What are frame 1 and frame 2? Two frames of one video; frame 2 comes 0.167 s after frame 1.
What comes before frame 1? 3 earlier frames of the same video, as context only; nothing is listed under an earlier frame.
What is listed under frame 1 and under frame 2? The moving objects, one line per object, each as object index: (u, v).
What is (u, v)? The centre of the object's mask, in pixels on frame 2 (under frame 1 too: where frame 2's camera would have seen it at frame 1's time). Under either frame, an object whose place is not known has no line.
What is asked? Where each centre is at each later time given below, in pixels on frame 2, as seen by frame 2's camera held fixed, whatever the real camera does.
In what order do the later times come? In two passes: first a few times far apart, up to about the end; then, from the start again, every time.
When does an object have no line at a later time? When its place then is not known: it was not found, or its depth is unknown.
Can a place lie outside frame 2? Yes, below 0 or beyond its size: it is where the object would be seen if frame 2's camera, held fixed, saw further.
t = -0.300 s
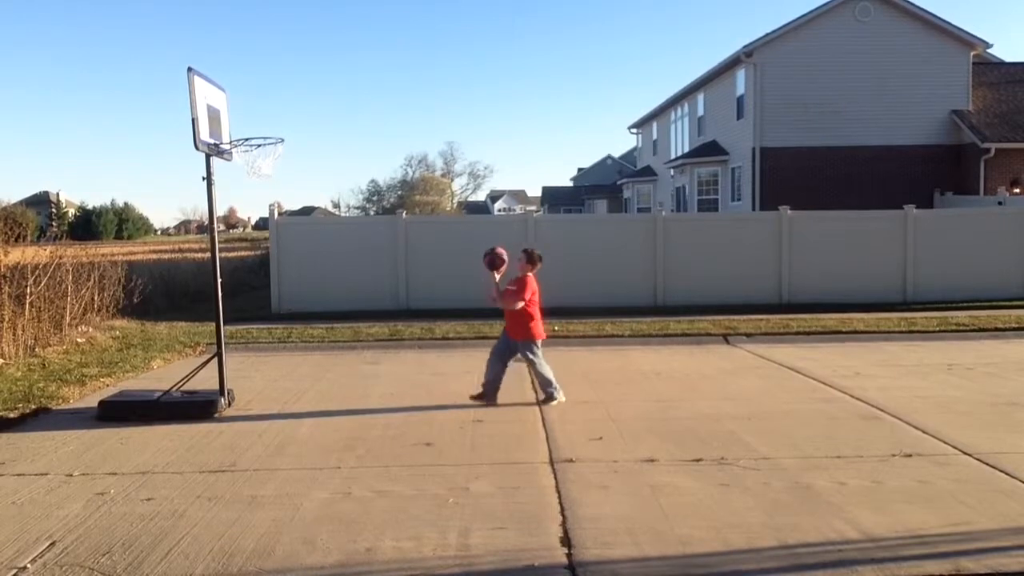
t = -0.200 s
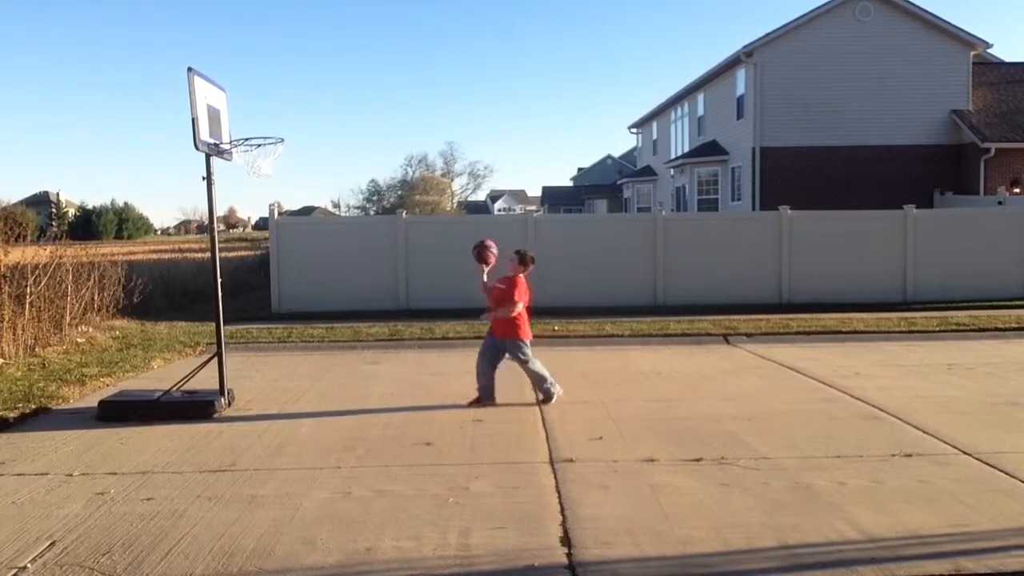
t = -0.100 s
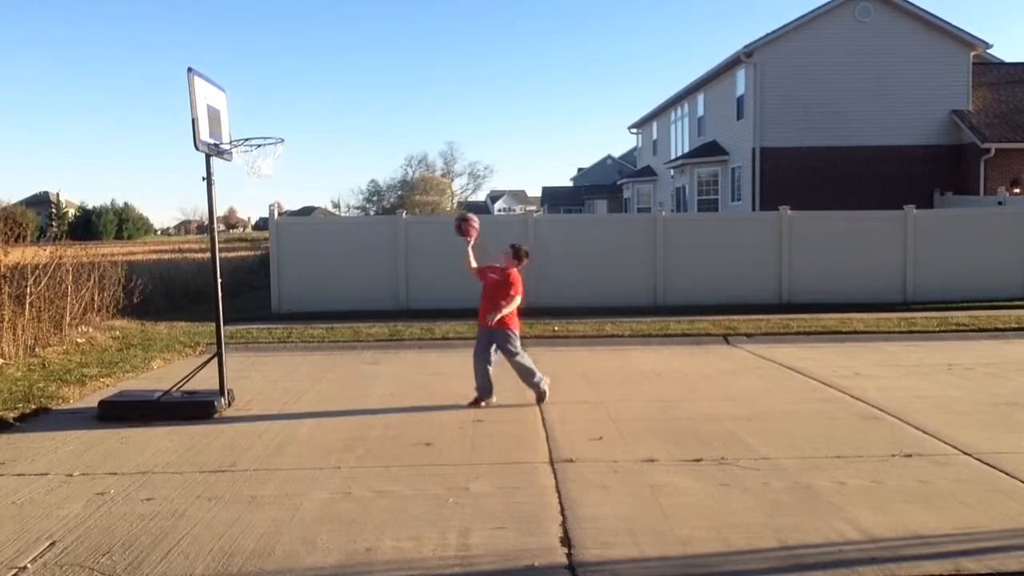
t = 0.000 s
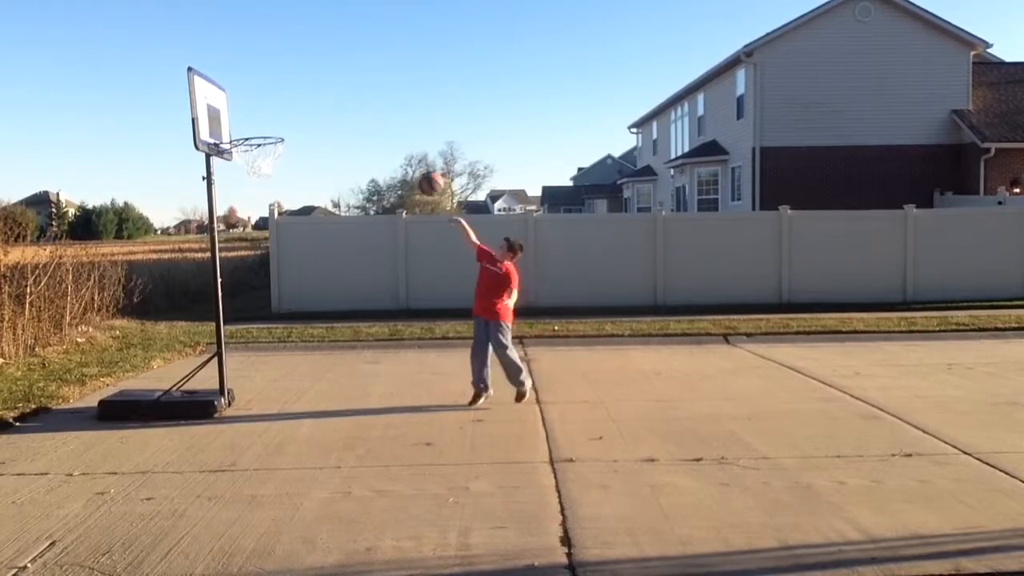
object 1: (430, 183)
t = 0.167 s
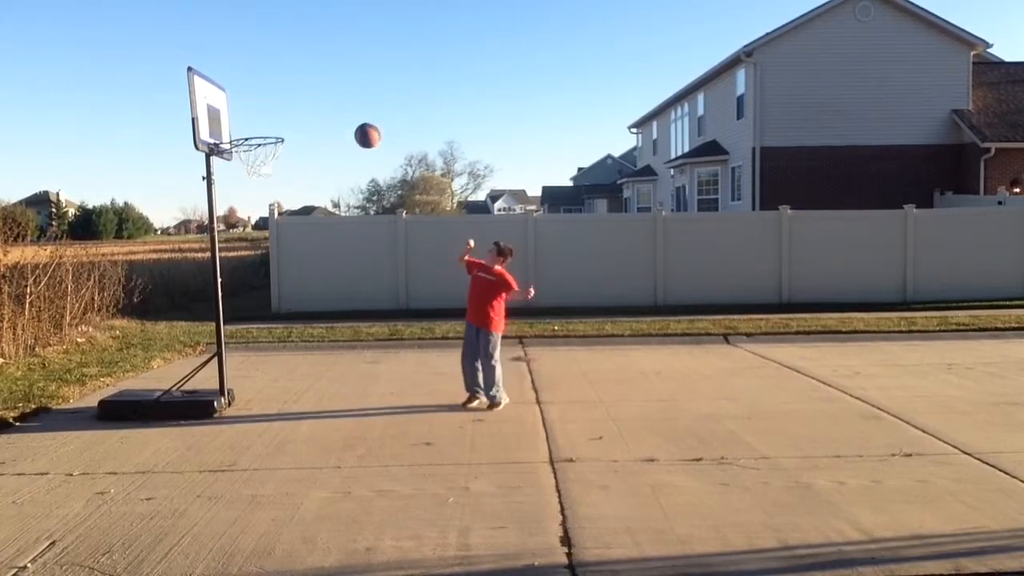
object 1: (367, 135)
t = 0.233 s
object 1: (341, 124)
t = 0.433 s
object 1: (265, 118)
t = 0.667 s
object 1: (235, 109)
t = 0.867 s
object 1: (255, 115)
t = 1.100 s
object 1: (254, 167)
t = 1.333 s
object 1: (249, 184)
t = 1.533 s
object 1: (249, 237)
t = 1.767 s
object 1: (250, 356)
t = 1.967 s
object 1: (251, 343)
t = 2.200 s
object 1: (254, 283)
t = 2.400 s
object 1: (257, 275)
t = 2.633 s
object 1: (263, 325)
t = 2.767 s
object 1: (268, 380)
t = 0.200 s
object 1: (355, 129)
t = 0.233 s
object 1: (341, 124)
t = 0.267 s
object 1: (329, 120)
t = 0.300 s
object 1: (315, 118)
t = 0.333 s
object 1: (303, 116)
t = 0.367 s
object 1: (290, 115)
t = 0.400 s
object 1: (277, 116)
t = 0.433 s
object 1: (265, 118)
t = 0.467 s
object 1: (252, 122)
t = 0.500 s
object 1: (239, 126)
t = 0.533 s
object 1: (229, 128)
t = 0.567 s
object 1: (226, 122)
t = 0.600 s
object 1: (228, 116)
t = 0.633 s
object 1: (231, 112)
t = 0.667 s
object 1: (235, 109)
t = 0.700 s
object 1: (238, 107)
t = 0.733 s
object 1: (241, 106)
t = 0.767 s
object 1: (245, 107)
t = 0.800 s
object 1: (248, 109)
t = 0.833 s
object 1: (252, 112)
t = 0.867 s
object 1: (255, 115)
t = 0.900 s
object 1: (259, 121)
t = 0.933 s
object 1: (263, 127)
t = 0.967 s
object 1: (266, 134)
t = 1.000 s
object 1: (263, 141)
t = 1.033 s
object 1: (260, 149)
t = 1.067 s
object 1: (256, 158)
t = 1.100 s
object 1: (254, 167)
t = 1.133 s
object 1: (251, 172)
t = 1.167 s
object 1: (250, 172)
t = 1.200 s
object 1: (250, 171)
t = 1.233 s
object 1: (250, 173)
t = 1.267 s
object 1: (249, 175)
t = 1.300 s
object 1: (249, 179)
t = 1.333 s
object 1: (249, 184)
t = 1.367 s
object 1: (248, 190)
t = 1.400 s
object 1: (248, 197)
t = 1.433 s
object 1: (248, 206)
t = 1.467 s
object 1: (248, 215)
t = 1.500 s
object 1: (248, 226)
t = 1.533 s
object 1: (249, 237)
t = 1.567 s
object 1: (249, 251)
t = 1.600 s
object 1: (250, 266)
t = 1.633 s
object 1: (249, 281)
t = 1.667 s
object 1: (250, 298)
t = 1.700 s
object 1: (250, 316)
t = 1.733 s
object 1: (249, 335)
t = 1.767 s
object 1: (250, 356)
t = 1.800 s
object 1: (250, 378)
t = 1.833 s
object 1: (251, 398)
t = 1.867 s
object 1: (251, 385)
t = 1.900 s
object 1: (251, 370)
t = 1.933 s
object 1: (251, 356)
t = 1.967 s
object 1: (251, 343)
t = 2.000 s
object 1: (251, 332)
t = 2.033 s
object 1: (253, 321)
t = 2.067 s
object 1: (254, 311)
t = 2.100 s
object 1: (256, 299)
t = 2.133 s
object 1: (255, 293)
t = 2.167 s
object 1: (253, 288)
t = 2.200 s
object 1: (254, 283)
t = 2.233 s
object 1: (254, 279)
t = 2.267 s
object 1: (254, 276)
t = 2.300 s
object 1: (255, 275)
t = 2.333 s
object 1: (255, 274)
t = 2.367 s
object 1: (256, 274)
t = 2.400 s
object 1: (257, 275)
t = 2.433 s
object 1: (256, 278)
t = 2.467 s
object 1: (256, 284)
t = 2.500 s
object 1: (258, 290)
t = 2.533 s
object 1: (259, 297)
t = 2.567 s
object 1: (261, 305)
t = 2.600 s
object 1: (260, 314)
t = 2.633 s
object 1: (263, 325)
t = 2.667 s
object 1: (265, 336)
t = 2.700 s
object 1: (266, 350)
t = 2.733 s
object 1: (267, 364)
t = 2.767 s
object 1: (268, 380)
